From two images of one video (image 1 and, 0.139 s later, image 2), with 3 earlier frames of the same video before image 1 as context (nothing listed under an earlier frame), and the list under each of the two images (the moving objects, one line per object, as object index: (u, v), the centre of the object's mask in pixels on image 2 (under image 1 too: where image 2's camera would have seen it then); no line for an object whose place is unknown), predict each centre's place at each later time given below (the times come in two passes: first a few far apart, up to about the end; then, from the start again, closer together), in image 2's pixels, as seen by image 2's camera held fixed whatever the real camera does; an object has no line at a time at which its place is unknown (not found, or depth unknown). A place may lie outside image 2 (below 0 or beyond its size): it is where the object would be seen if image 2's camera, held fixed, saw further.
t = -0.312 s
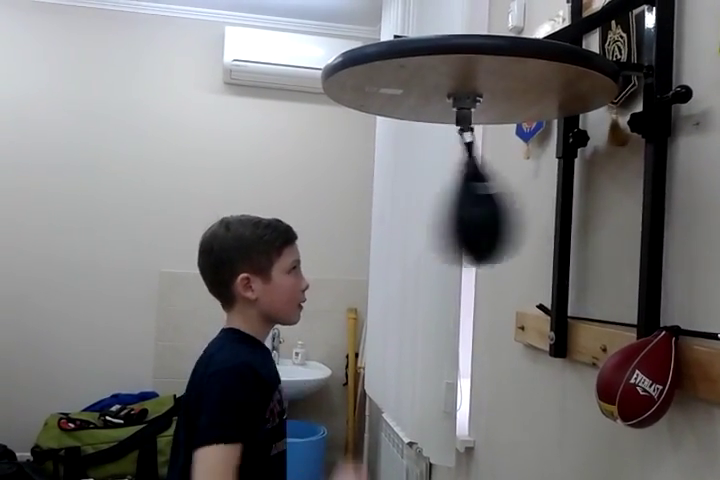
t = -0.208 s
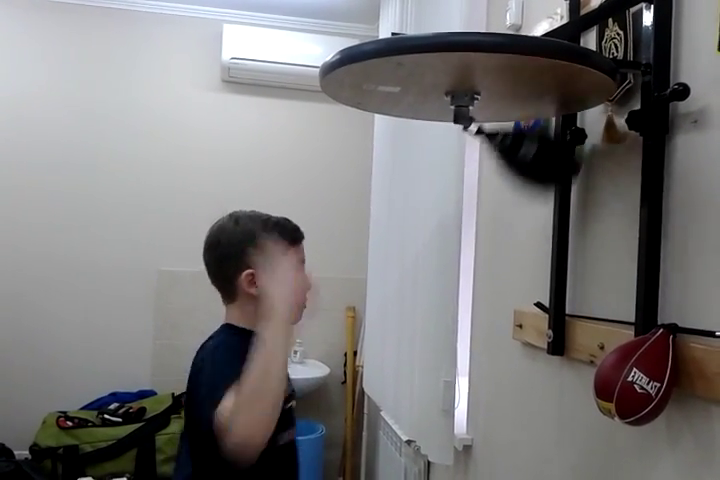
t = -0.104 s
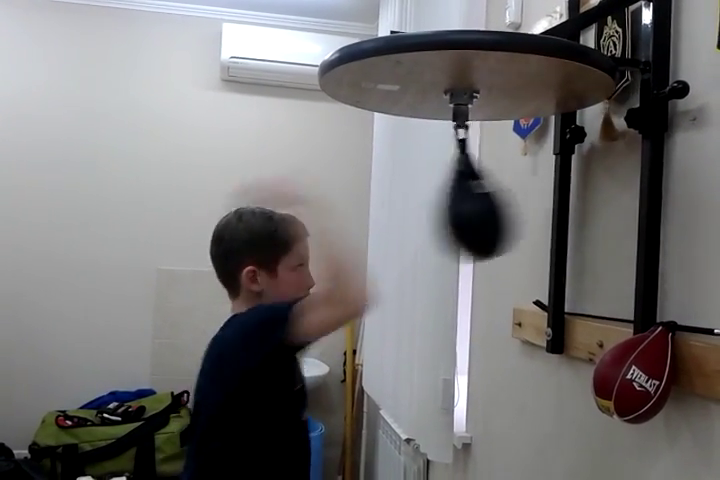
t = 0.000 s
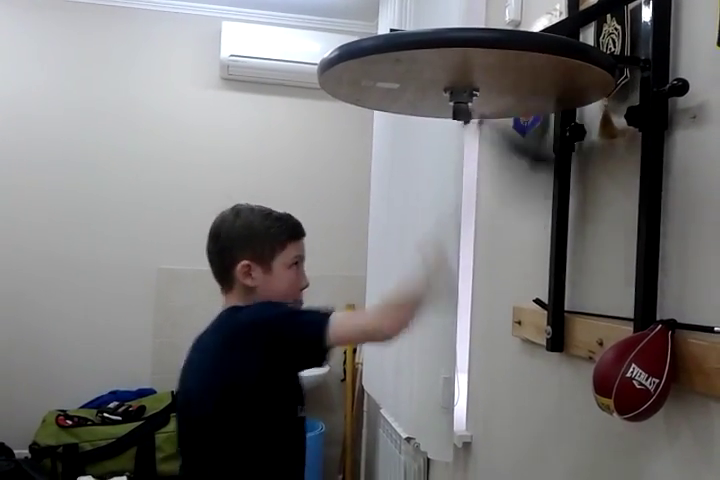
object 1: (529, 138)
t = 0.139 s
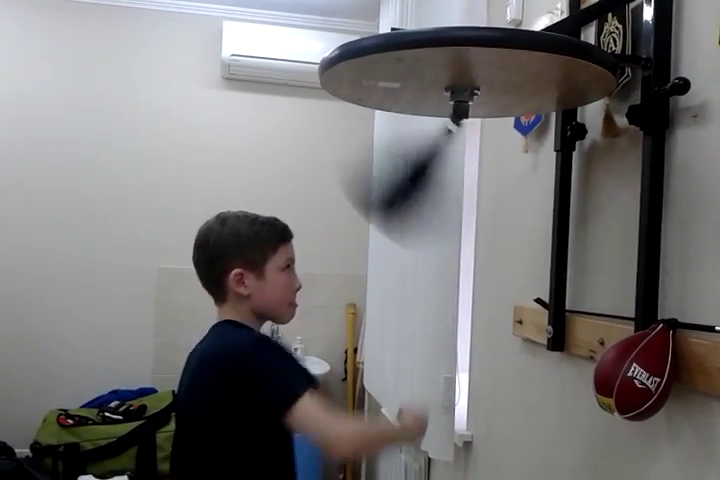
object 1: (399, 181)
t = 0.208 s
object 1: (515, 181)
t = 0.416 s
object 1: (373, 133)
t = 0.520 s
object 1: (447, 207)
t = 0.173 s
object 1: (461, 213)
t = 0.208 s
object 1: (515, 181)
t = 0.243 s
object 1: (541, 137)
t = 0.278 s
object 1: (520, 161)
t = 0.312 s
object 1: (496, 198)
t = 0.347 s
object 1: (444, 205)
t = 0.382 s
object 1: (397, 183)
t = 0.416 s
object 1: (373, 133)
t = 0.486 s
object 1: (412, 190)
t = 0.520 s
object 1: (447, 207)
